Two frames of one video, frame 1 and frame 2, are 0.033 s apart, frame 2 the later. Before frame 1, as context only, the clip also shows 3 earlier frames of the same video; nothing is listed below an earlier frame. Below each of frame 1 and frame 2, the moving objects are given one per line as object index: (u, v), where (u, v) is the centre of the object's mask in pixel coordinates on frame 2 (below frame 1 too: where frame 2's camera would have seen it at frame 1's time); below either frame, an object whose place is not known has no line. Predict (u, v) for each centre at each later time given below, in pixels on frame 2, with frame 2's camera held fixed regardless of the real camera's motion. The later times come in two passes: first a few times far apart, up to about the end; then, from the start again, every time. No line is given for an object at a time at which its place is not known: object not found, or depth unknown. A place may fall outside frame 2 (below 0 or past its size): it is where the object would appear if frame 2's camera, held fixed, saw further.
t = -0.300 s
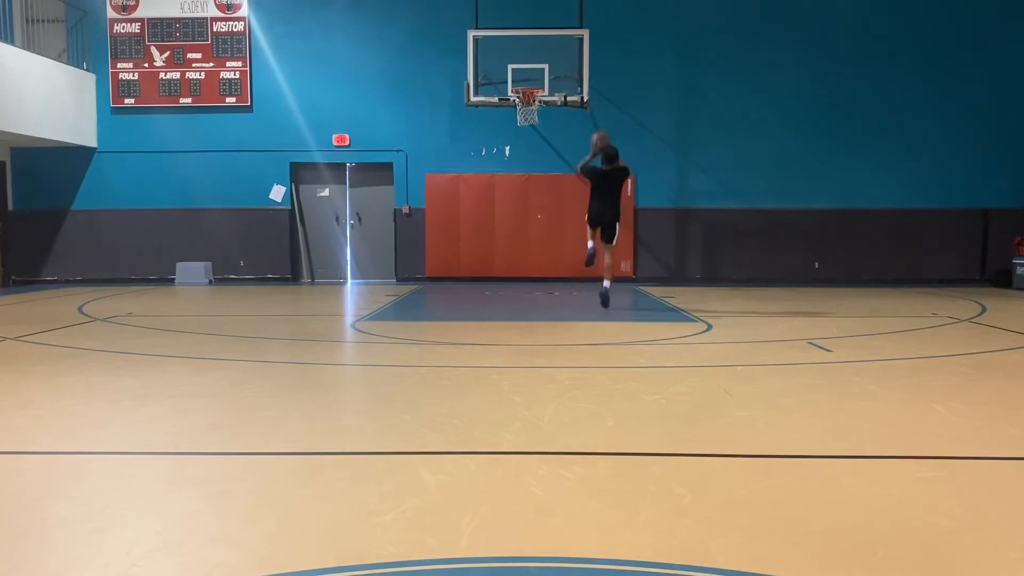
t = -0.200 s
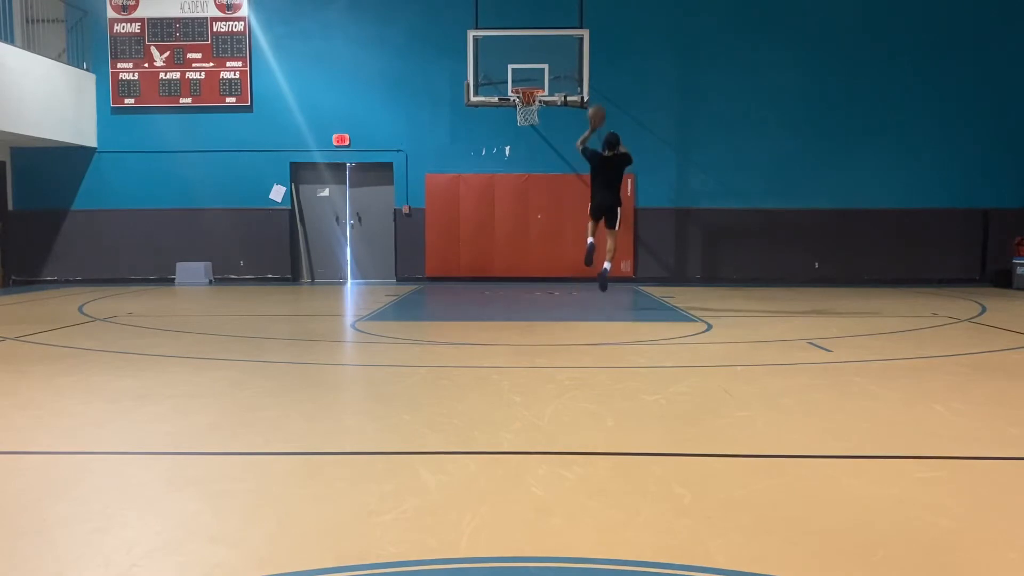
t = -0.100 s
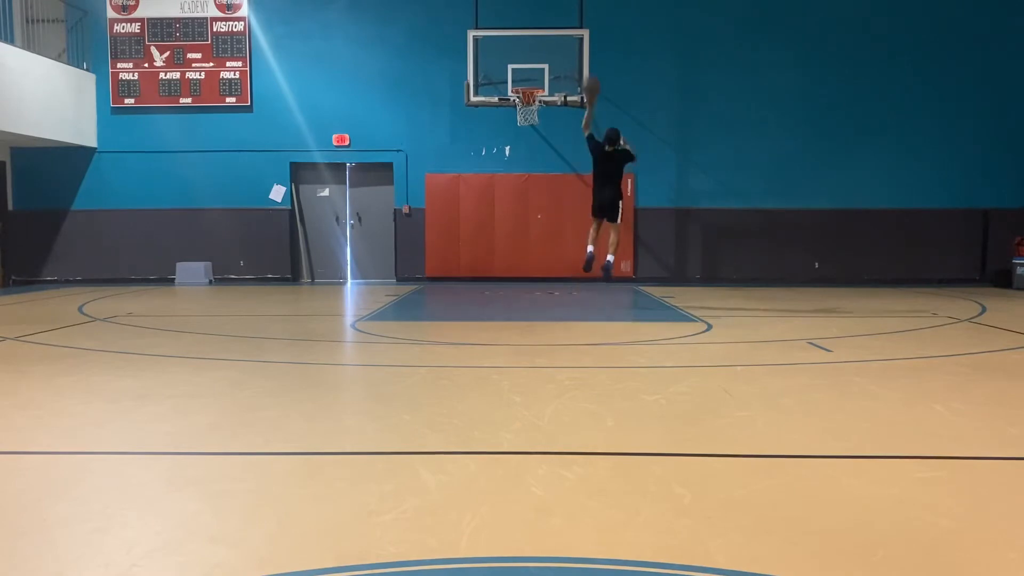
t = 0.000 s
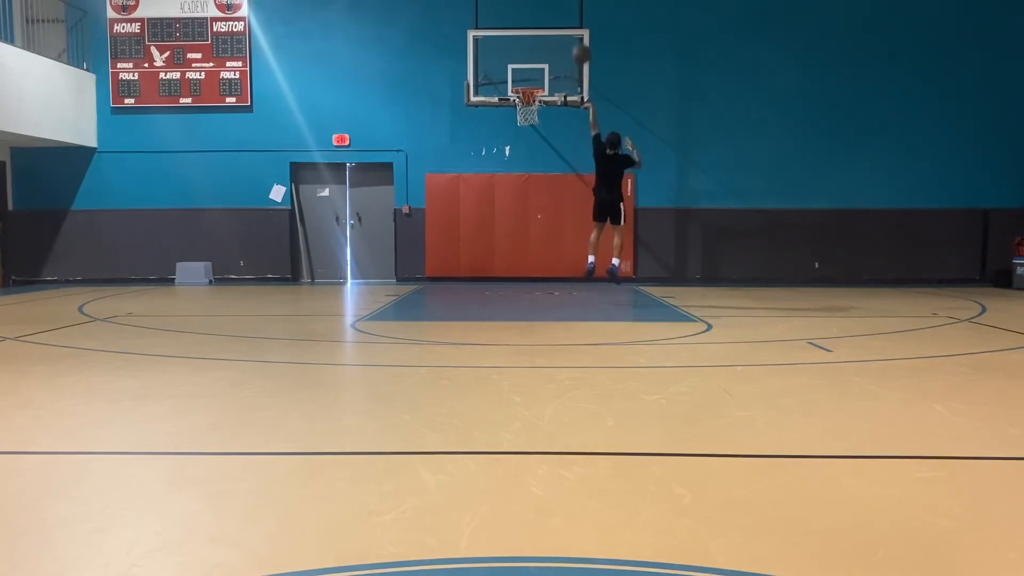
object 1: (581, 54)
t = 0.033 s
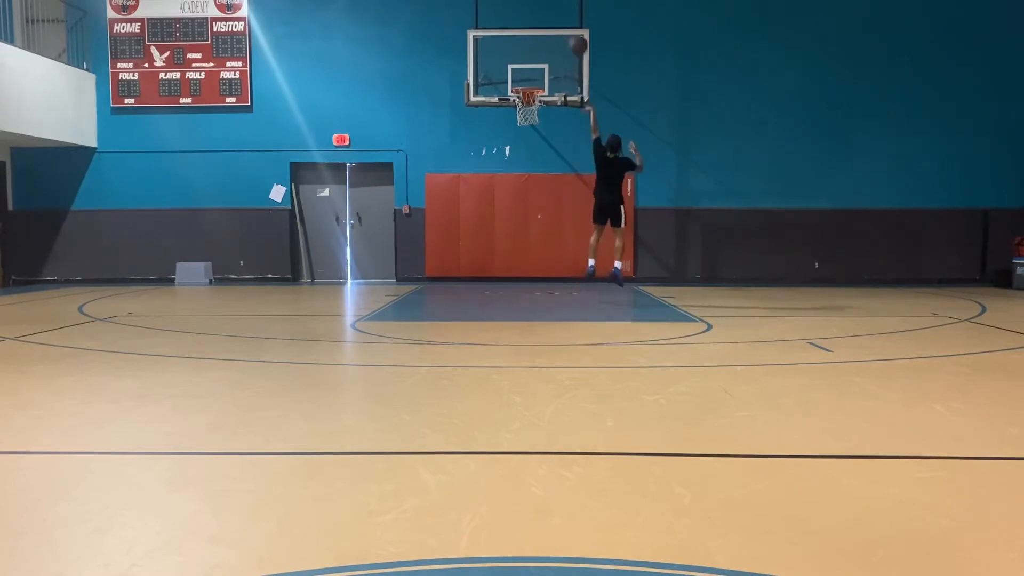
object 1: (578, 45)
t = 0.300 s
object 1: (555, 13)
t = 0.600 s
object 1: (533, 41)
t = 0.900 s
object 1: (538, 98)
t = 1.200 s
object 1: (531, 103)
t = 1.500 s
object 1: (510, 154)
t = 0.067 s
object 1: (575, 38)
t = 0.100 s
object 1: (572, 32)
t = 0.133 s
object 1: (569, 26)
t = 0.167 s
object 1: (566, 22)
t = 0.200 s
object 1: (563, 18)
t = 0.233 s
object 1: (560, 16)
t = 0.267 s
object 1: (557, 14)
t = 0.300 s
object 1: (555, 13)
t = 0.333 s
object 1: (552, 13)
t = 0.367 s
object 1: (550, 14)
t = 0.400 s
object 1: (547, 15)
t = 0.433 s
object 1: (545, 17)
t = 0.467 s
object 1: (542, 20)
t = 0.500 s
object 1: (540, 25)
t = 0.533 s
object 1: (538, 29)
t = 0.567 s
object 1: (536, 35)
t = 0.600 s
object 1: (533, 41)
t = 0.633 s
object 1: (531, 48)
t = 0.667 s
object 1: (529, 55)
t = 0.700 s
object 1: (527, 62)
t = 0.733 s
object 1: (524, 72)
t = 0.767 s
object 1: (522, 80)
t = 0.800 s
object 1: (523, 83)
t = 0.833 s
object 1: (528, 94)
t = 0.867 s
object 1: (531, 96)
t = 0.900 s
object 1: (538, 98)
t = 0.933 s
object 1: (538, 97)
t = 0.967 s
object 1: (541, 96)
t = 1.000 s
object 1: (539, 96)
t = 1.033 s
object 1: (539, 97)
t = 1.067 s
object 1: (539, 98)
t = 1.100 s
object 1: (538, 99)
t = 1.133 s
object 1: (535, 100)
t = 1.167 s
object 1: (534, 100)
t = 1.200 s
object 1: (531, 103)
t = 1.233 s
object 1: (528, 103)
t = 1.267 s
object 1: (528, 115)
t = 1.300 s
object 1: (523, 122)
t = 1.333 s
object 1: (521, 124)
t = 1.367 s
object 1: (518, 128)
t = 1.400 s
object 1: (516, 133)
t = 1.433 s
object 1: (514, 140)
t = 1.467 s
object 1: (512, 146)
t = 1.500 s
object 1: (510, 154)
